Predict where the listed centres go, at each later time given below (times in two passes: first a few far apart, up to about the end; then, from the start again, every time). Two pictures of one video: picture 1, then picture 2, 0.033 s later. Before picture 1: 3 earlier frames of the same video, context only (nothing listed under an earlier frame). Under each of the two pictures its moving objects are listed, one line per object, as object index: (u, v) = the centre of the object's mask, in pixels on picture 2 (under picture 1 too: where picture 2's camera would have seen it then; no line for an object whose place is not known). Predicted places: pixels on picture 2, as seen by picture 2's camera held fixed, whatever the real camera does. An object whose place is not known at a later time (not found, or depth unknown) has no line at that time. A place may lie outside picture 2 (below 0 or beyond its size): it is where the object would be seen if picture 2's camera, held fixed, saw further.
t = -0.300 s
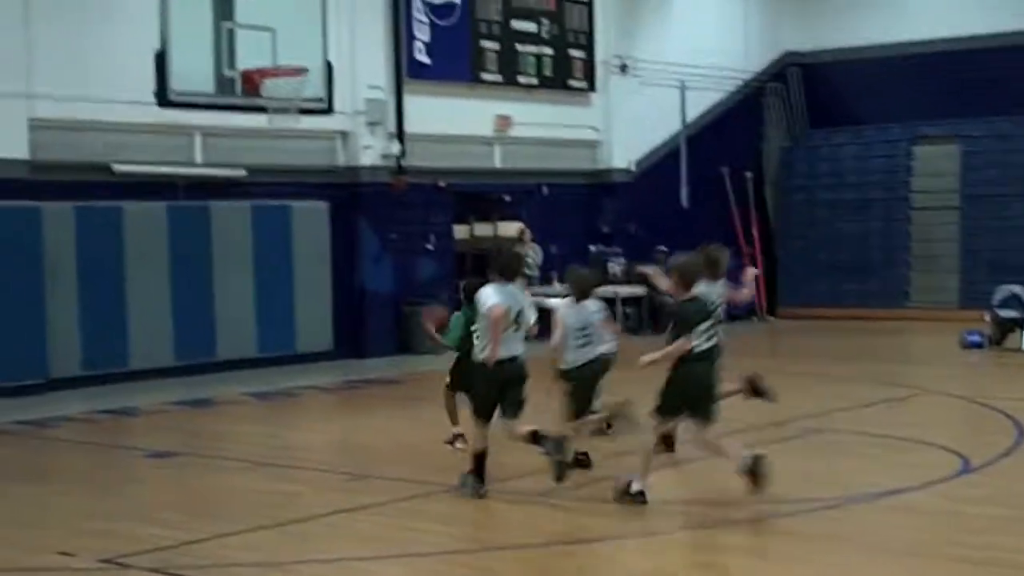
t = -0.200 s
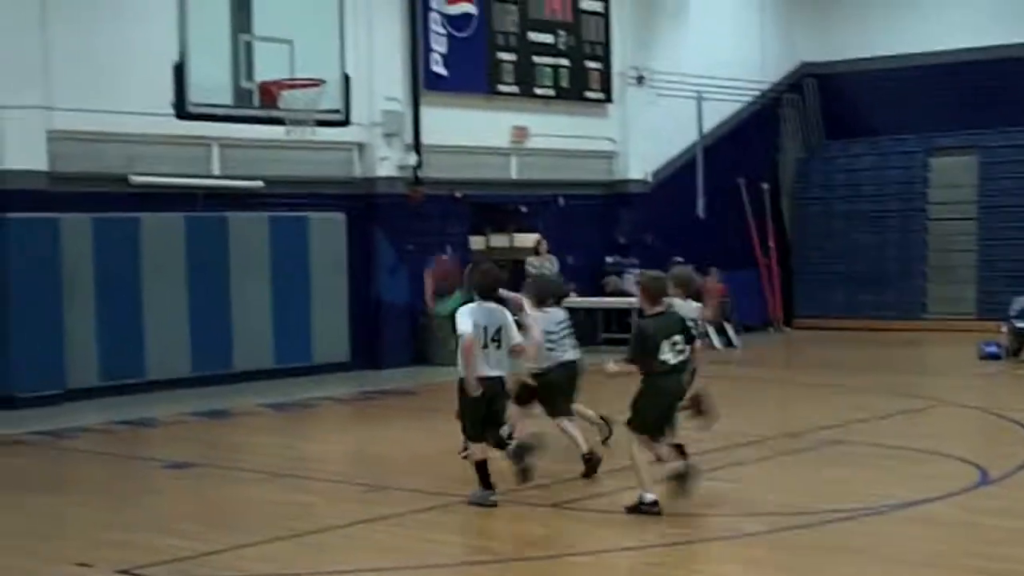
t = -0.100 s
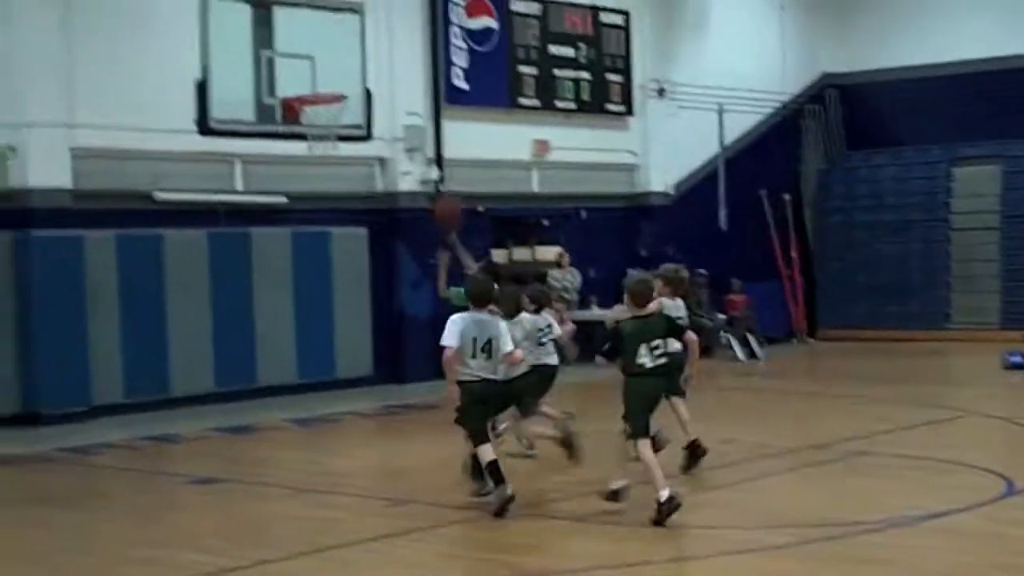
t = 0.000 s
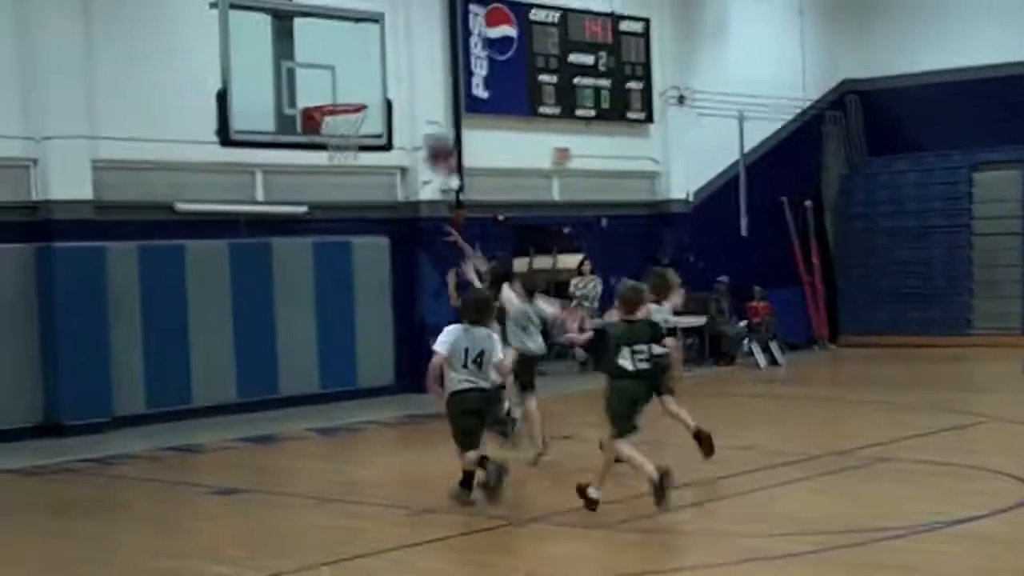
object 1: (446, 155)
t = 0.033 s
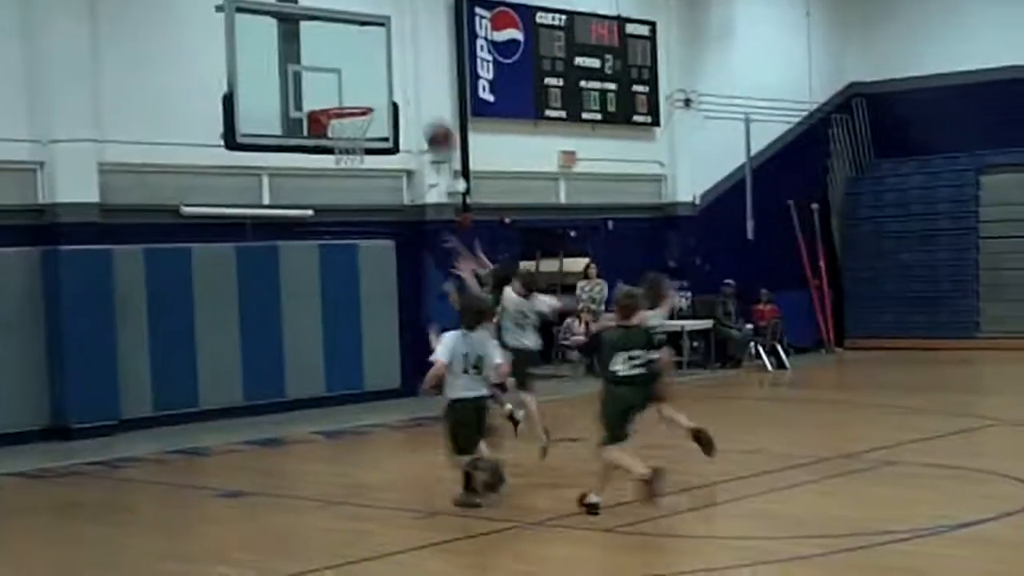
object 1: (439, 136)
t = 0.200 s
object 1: (400, 64)
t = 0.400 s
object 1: (357, 23)
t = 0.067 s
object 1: (431, 117)
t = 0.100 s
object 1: (423, 102)
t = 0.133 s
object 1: (415, 89)
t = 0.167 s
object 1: (408, 75)
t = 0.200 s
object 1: (400, 64)
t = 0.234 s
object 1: (392, 53)
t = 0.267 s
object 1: (385, 44)
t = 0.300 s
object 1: (377, 37)
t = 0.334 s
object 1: (370, 31)
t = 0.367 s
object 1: (363, 26)
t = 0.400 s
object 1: (357, 23)
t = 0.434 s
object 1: (350, 21)
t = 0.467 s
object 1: (344, 20)
